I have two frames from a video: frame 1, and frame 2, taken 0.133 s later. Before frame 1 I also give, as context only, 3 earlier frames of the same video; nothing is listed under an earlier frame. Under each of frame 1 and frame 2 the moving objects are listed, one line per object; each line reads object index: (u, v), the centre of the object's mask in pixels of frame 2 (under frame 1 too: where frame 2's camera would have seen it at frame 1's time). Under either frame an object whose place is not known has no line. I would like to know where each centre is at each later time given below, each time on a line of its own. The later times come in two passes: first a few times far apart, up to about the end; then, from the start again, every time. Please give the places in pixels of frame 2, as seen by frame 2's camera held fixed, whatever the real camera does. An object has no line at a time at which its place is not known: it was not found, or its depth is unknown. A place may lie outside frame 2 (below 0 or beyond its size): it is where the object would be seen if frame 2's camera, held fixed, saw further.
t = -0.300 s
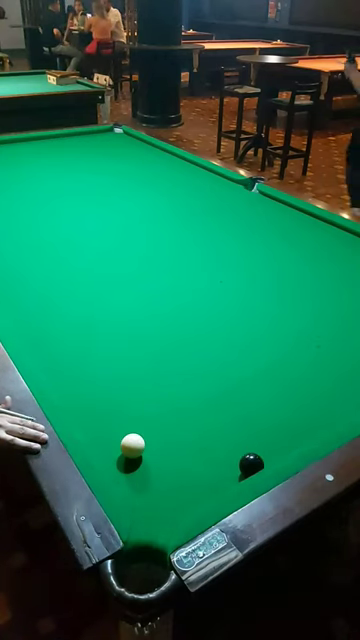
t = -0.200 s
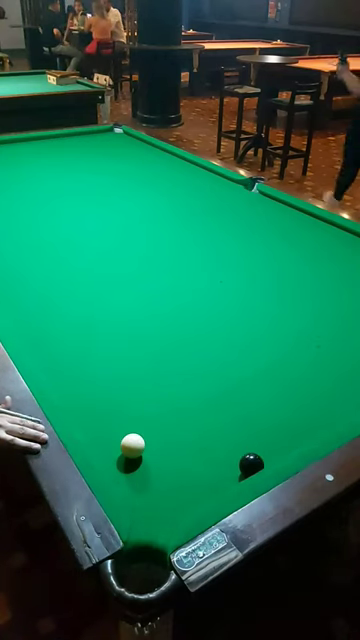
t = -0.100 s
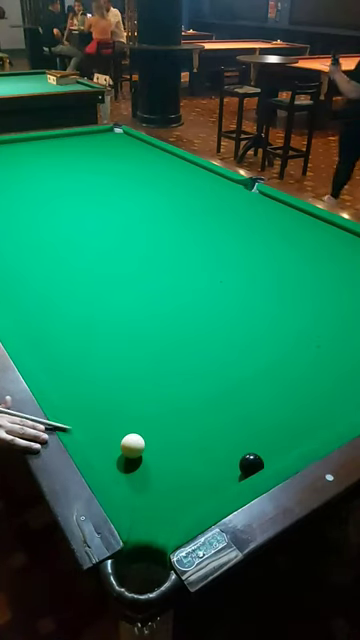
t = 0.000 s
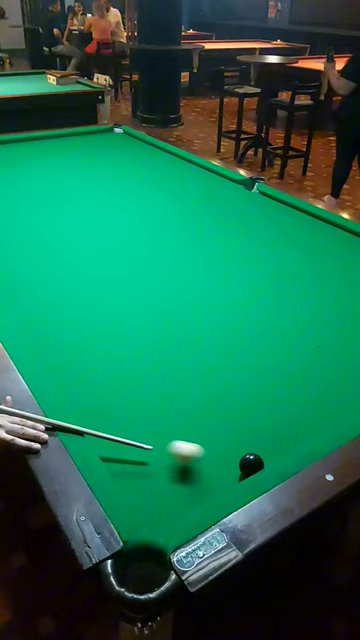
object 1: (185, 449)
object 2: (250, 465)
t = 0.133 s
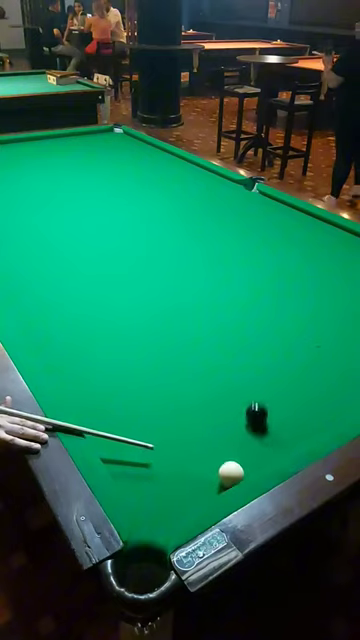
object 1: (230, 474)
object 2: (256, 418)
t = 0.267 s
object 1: (226, 466)
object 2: (256, 371)
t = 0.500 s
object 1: (229, 452)
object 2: (253, 315)
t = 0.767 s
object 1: (232, 441)
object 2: (251, 270)
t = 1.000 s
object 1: (234, 434)
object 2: (249, 241)
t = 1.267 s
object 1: (235, 429)
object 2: (247, 216)
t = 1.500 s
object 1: (234, 429)
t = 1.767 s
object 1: (234, 429)
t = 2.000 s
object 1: (234, 429)
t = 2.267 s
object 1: (234, 429)
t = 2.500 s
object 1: (234, 429)
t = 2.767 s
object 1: (234, 429)
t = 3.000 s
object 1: (234, 429)
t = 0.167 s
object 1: (230, 474)
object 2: (256, 404)
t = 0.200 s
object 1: (227, 472)
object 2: (256, 391)
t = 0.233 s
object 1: (226, 469)
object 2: (256, 381)
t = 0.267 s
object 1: (226, 466)
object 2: (256, 371)
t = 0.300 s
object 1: (226, 464)
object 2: (255, 361)
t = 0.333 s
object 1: (226, 462)
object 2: (255, 353)
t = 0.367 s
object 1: (227, 460)
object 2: (254, 344)
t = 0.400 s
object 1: (227, 458)
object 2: (254, 337)
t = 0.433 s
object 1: (228, 456)
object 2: (254, 329)
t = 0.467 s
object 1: (228, 454)
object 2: (253, 322)
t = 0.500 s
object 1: (229, 452)
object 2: (253, 315)
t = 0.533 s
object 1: (229, 451)
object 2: (253, 309)
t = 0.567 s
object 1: (229, 449)
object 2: (252, 303)
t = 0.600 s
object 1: (230, 448)
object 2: (252, 297)
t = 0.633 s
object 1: (230, 446)
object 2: (252, 291)
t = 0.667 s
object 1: (231, 445)
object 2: (252, 285)
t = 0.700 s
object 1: (231, 443)
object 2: (251, 280)
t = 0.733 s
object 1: (231, 442)
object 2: (251, 275)
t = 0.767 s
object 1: (232, 441)
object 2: (251, 270)
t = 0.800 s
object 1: (232, 440)
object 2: (250, 266)
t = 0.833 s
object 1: (233, 439)
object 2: (250, 261)
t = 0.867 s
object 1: (233, 438)
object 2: (250, 257)
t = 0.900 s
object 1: (233, 437)
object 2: (250, 253)
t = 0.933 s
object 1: (234, 436)
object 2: (249, 249)
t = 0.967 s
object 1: (234, 435)
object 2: (249, 245)
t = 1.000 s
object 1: (234, 434)
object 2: (249, 241)
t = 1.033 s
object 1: (234, 433)
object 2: (249, 238)
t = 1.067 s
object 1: (234, 433)
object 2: (249, 234)
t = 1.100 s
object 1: (234, 432)
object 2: (249, 231)
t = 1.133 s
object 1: (234, 431)
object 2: (248, 227)
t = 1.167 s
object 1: (235, 431)
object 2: (248, 224)
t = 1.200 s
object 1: (235, 430)
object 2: (248, 221)
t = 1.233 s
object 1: (235, 430)
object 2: (248, 219)
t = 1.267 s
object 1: (235, 429)
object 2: (247, 216)
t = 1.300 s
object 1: (235, 429)
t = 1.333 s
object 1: (234, 429)
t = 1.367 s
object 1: (234, 429)
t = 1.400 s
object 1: (234, 429)
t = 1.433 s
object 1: (234, 429)
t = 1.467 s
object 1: (234, 429)
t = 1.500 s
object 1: (234, 429)
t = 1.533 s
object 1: (234, 429)
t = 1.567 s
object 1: (234, 429)
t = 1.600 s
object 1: (234, 429)
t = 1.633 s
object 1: (234, 429)
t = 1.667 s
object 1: (234, 429)
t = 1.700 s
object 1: (234, 429)
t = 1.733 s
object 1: (234, 429)
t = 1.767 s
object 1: (234, 429)
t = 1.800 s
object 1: (234, 429)
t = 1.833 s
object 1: (234, 429)
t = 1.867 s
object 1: (234, 429)
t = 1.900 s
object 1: (234, 429)
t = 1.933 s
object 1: (234, 429)
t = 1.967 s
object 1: (234, 429)
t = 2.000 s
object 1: (234, 429)
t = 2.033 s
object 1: (234, 429)
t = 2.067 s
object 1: (234, 429)
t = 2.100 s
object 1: (234, 429)
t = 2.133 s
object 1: (234, 429)
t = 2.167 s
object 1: (234, 429)
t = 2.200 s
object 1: (234, 429)
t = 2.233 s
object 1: (234, 429)
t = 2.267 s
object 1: (234, 429)
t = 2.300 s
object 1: (234, 429)
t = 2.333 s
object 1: (234, 429)
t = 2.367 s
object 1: (234, 429)
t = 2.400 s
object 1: (234, 429)
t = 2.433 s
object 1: (234, 429)
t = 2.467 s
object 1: (234, 429)
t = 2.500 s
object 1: (234, 429)
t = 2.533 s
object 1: (234, 429)
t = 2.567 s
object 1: (234, 429)
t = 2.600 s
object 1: (234, 429)
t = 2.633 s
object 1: (234, 429)
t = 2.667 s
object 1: (234, 429)
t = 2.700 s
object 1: (234, 429)
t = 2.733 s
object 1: (234, 429)
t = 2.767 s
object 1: (234, 429)
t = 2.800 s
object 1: (234, 429)
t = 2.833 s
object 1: (234, 429)
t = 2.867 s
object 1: (234, 429)
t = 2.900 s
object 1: (234, 429)
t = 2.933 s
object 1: (234, 429)
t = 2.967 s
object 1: (234, 429)
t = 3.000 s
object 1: (234, 429)
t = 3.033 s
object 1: (234, 428)
